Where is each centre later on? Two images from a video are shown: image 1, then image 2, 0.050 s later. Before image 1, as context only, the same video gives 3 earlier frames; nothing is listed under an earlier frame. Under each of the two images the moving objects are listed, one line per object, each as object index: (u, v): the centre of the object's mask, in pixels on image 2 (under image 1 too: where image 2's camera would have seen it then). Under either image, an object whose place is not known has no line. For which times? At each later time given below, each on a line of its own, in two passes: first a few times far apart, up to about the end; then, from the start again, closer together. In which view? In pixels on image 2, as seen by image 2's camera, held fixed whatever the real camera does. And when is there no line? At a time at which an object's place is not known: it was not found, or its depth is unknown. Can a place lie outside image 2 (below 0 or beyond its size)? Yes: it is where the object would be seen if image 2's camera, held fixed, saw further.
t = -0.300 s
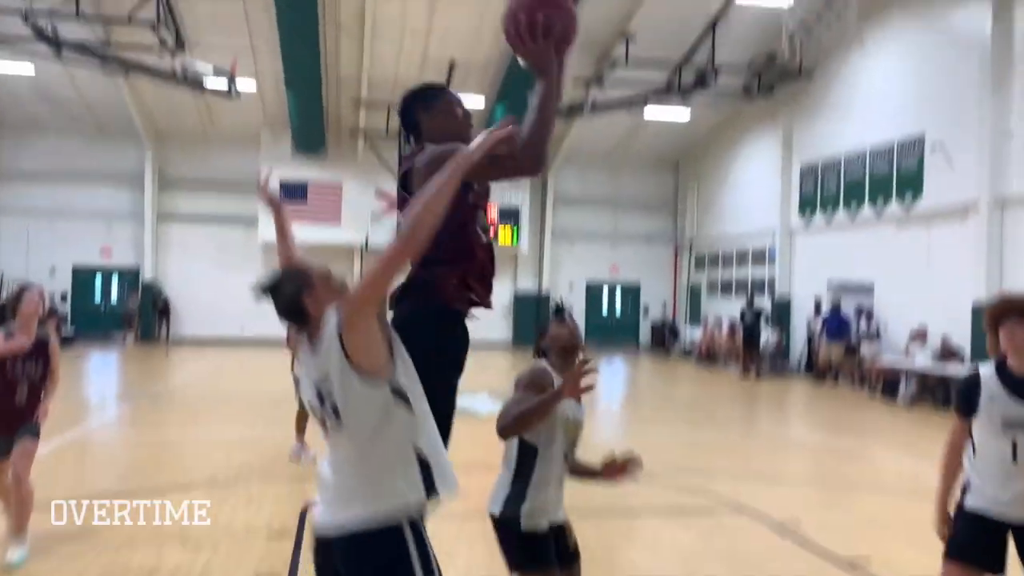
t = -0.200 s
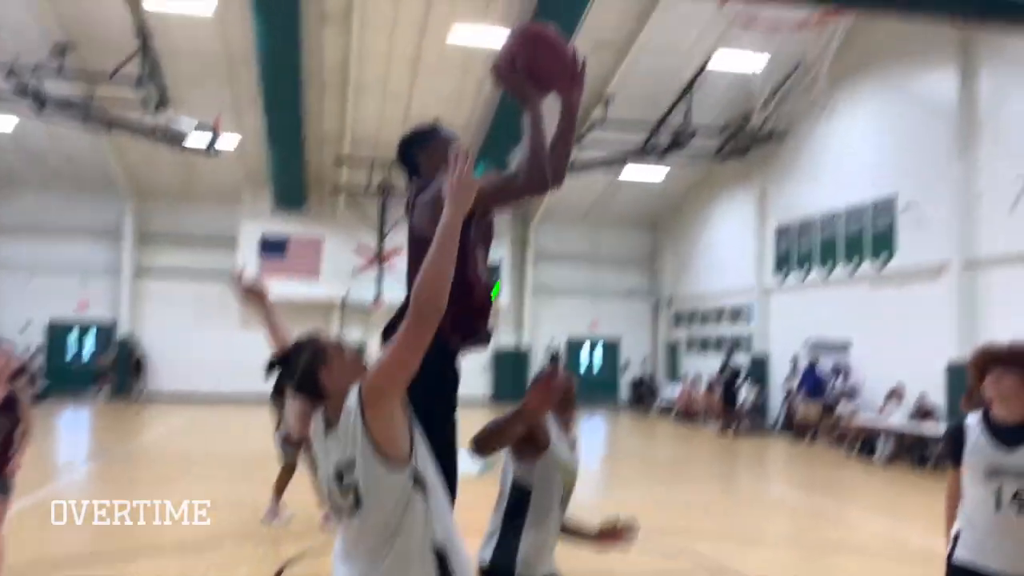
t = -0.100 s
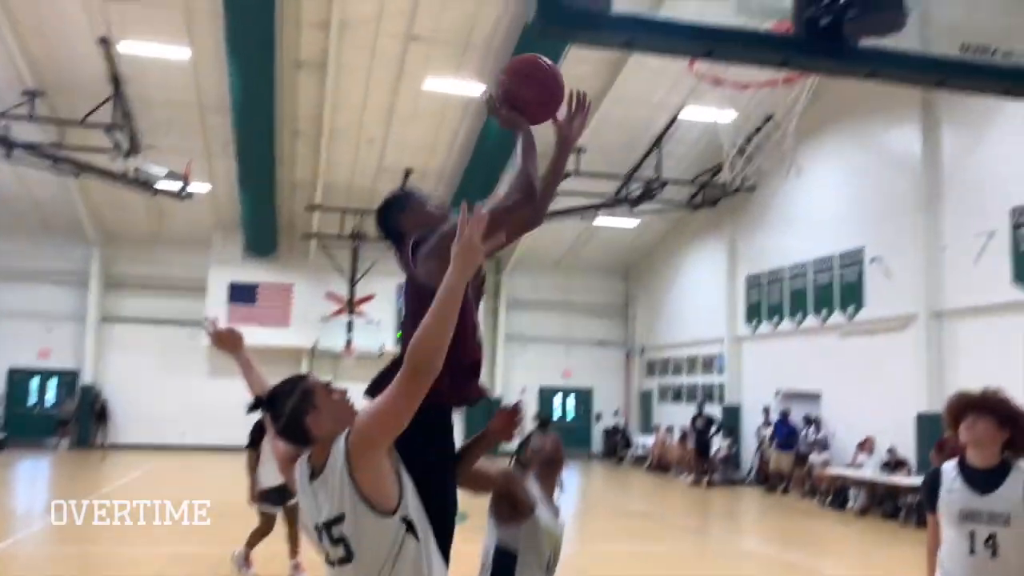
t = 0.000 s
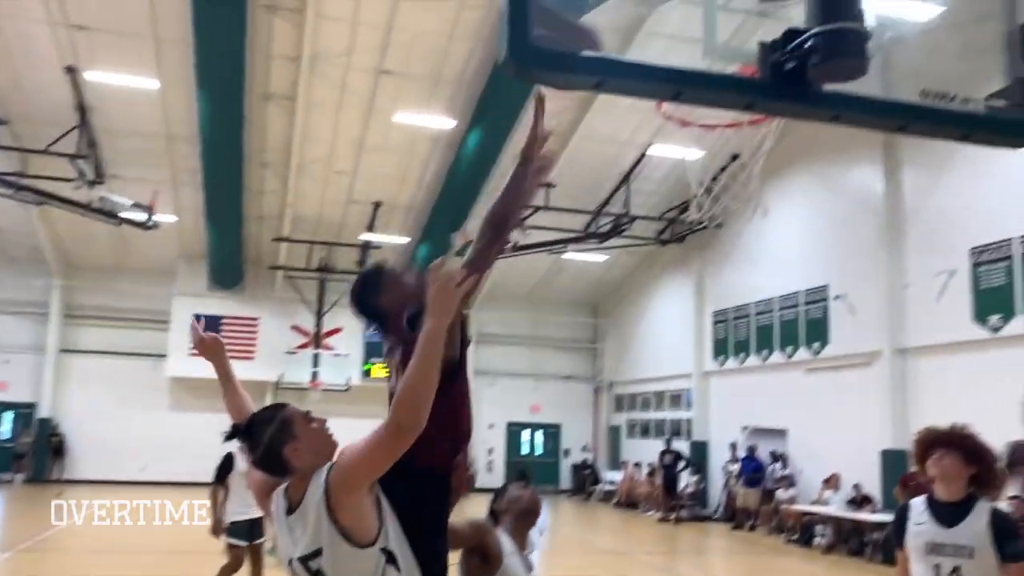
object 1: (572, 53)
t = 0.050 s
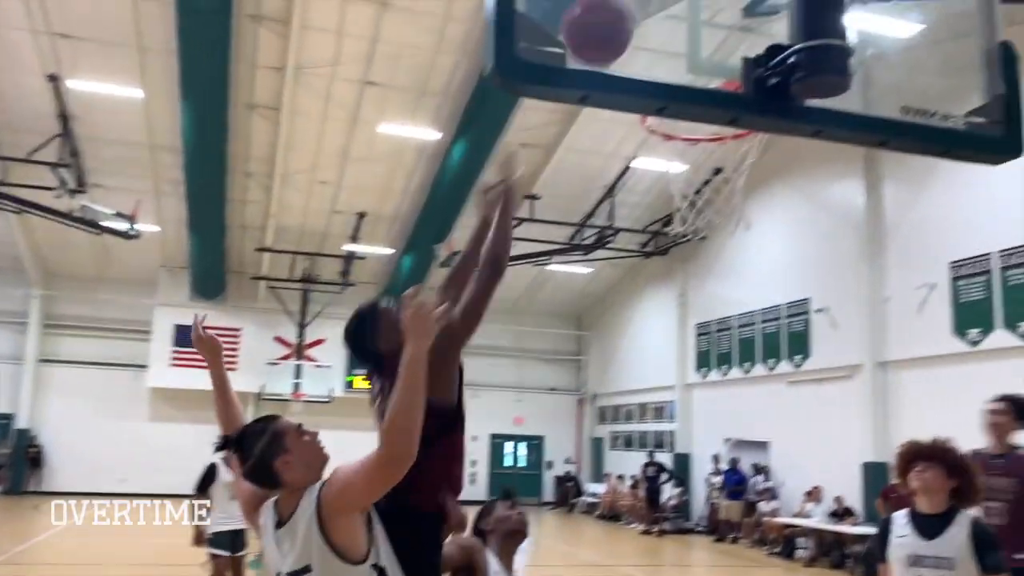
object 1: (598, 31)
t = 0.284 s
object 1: (664, 53)
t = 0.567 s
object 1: (751, 153)
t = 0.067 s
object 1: (612, 23)
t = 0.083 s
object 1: (626, 16)
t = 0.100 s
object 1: (641, 10)
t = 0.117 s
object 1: (649, 6)
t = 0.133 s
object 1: (651, 6)
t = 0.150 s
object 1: (653, 7)
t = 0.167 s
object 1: (655, 9)
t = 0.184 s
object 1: (657, 12)
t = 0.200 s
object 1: (658, 18)
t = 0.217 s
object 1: (659, 25)
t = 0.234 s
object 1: (660, 31)
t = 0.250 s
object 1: (661, 39)
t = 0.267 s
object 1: (662, 47)
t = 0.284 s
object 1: (664, 53)
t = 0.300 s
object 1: (666, 59)
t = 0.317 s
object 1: (669, 64)
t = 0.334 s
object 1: (673, 70)
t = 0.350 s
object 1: (678, 76)
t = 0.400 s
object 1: (685, 131)
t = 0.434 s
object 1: (699, 132)
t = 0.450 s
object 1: (704, 134)
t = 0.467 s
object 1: (712, 136)
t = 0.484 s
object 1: (719, 138)
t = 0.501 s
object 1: (726, 140)
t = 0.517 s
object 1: (733, 144)
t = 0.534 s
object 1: (740, 147)
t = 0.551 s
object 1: (747, 151)
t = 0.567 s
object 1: (751, 153)
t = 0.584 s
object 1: (753, 155)
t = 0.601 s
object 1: (755, 158)
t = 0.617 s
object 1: (756, 159)
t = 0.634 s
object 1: (756, 161)
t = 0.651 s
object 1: (755, 163)
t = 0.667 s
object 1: (755, 166)
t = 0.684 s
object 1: (753, 169)
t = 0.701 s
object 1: (752, 173)
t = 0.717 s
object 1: (749, 179)
